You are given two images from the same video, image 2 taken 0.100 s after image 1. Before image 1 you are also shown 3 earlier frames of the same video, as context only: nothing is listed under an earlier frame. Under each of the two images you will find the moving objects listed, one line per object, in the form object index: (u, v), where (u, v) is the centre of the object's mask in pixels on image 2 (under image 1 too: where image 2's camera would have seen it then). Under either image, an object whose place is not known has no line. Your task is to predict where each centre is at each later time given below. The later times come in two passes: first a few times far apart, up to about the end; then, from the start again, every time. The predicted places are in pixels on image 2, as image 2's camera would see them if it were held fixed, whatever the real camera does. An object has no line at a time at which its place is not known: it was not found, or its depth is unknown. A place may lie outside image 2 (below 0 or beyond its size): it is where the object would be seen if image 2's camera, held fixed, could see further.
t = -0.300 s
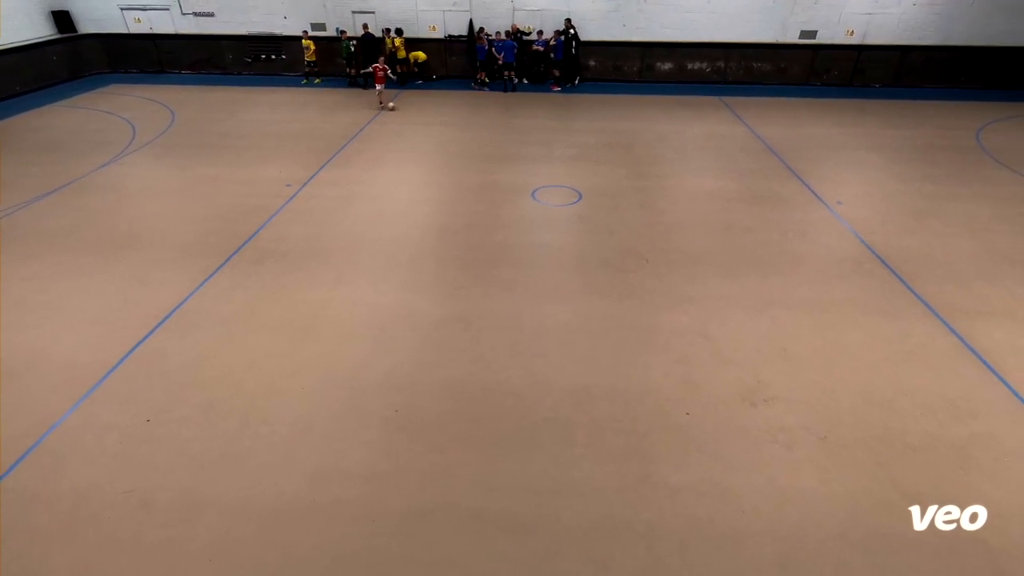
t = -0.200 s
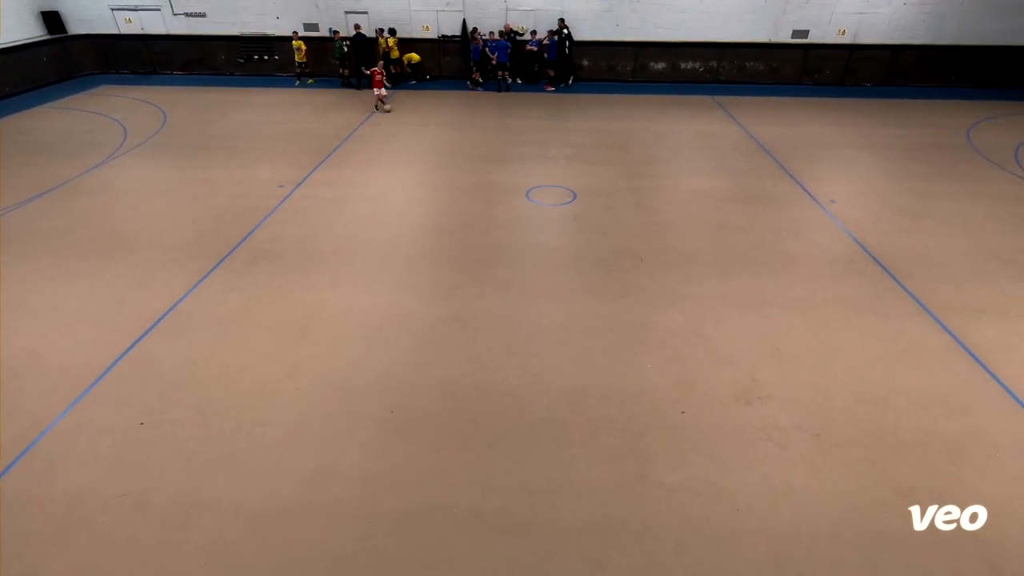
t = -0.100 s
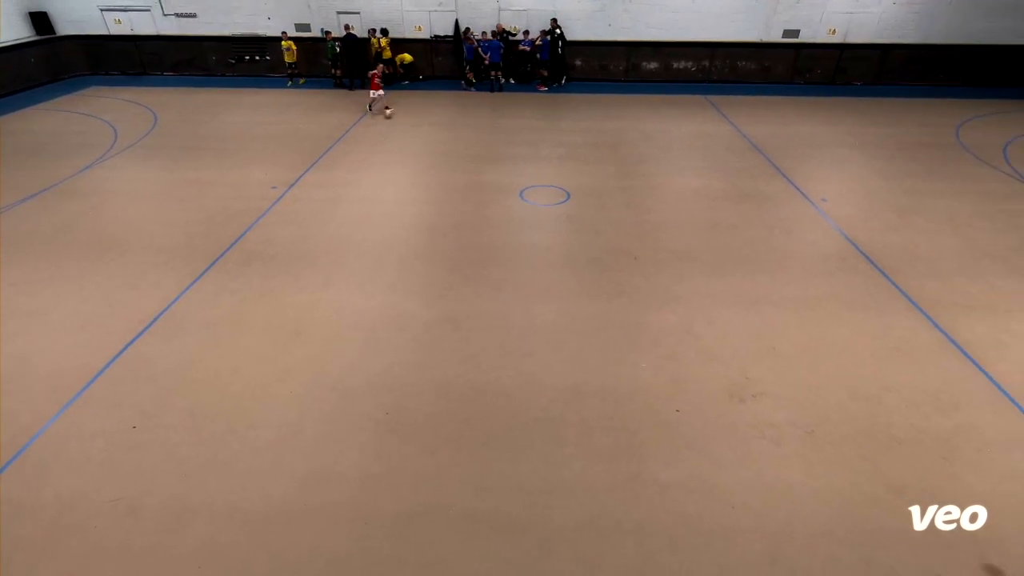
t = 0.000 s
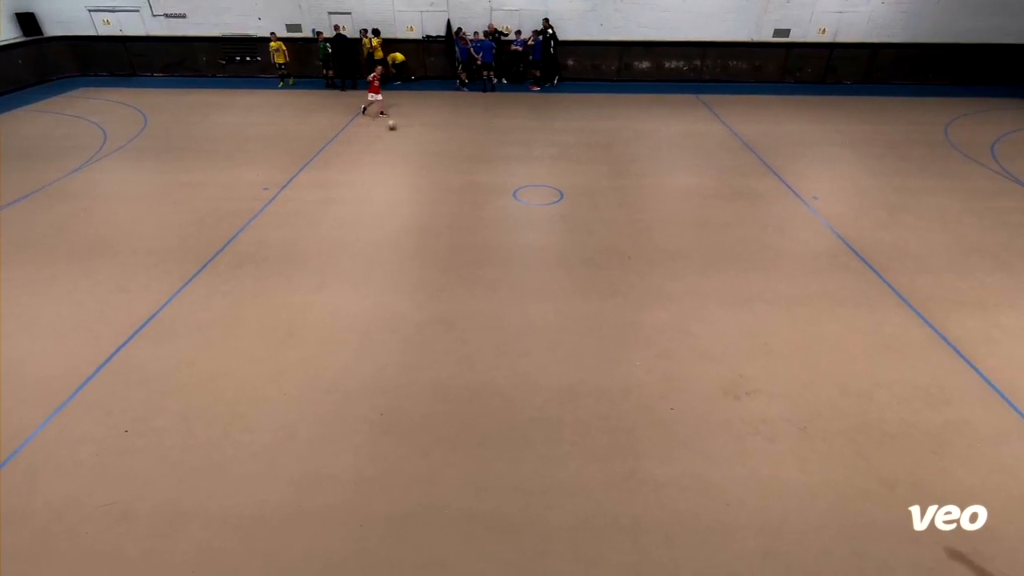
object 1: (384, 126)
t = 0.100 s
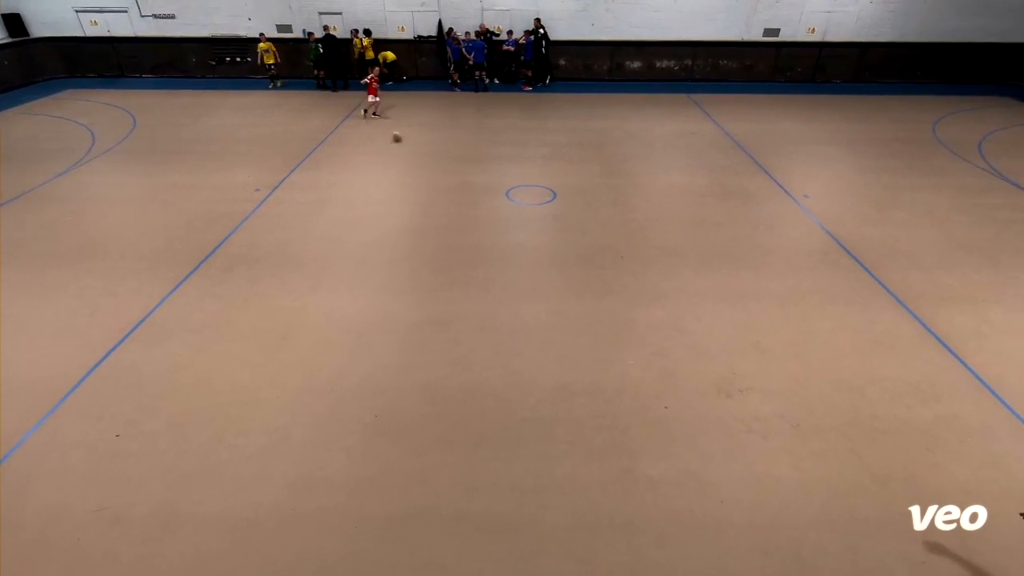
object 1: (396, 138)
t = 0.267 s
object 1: (419, 159)
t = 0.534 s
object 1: (460, 194)
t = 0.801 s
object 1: (505, 235)
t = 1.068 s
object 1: (560, 282)
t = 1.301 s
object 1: (620, 334)
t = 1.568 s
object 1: (711, 417)
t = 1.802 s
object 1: (829, 522)
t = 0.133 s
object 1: (401, 141)
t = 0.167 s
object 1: (405, 145)
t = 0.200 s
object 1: (410, 149)
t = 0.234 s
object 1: (415, 153)
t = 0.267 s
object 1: (419, 159)
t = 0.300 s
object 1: (425, 162)
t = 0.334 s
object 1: (429, 167)
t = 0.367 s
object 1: (434, 171)
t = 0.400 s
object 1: (440, 175)
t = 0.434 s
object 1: (445, 181)
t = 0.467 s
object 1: (450, 185)
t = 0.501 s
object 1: (455, 190)
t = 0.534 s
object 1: (460, 194)
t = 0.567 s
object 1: (466, 200)
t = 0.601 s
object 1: (471, 204)
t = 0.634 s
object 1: (476, 209)
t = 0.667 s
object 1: (483, 215)
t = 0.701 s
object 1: (488, 219)
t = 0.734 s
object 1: (493, 224)
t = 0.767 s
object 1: (499, 230)
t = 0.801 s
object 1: (505, 235)
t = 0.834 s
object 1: (511, 239)
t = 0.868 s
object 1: (518, 246)
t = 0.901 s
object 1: (525, 251)
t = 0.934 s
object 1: (532, 257)
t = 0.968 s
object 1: (540, 264)
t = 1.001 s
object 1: (545, 269)
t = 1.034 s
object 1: (552, 275)
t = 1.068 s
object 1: (560, 282)
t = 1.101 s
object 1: (568, 288)
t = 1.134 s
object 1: (575, 295)
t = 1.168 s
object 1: (584, 302)
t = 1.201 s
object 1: (592, 310)
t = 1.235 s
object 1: (601, 318)
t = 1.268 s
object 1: (610, 326)
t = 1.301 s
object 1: (620, 334)
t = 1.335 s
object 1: (630, 342)
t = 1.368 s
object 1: (640, 352)
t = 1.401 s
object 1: (651, 363)
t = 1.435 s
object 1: (664, 372)
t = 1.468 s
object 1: (674, 382)
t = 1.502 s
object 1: (688, 394)
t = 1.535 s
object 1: (699, 406)
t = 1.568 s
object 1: (711, 417)
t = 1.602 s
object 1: (727, 430)
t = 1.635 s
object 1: (743, 444)
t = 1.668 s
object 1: (758, 457)
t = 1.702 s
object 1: (775, 473)
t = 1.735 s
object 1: (792, 489)
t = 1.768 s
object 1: (811, 505)
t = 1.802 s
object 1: (829, 522)
